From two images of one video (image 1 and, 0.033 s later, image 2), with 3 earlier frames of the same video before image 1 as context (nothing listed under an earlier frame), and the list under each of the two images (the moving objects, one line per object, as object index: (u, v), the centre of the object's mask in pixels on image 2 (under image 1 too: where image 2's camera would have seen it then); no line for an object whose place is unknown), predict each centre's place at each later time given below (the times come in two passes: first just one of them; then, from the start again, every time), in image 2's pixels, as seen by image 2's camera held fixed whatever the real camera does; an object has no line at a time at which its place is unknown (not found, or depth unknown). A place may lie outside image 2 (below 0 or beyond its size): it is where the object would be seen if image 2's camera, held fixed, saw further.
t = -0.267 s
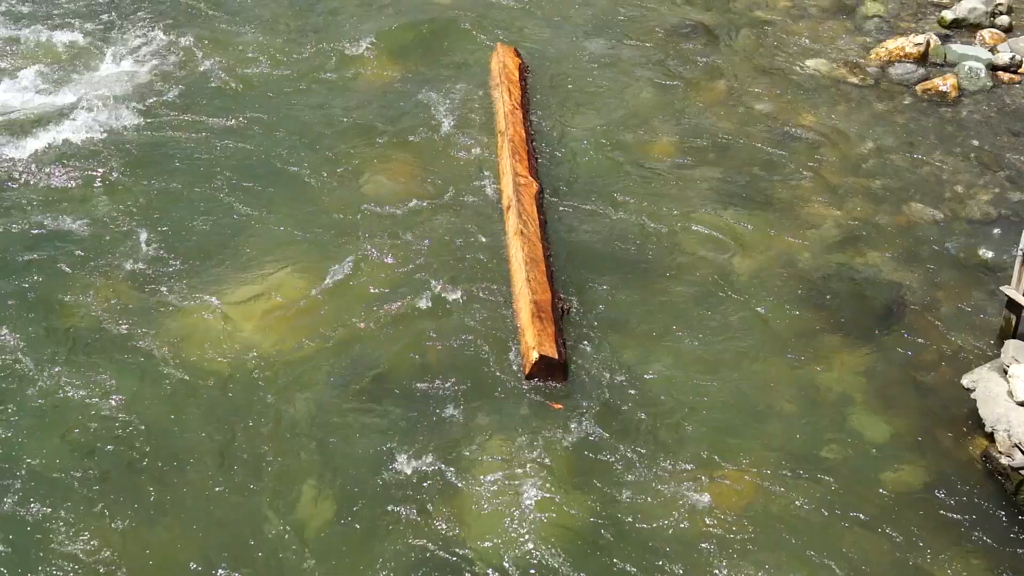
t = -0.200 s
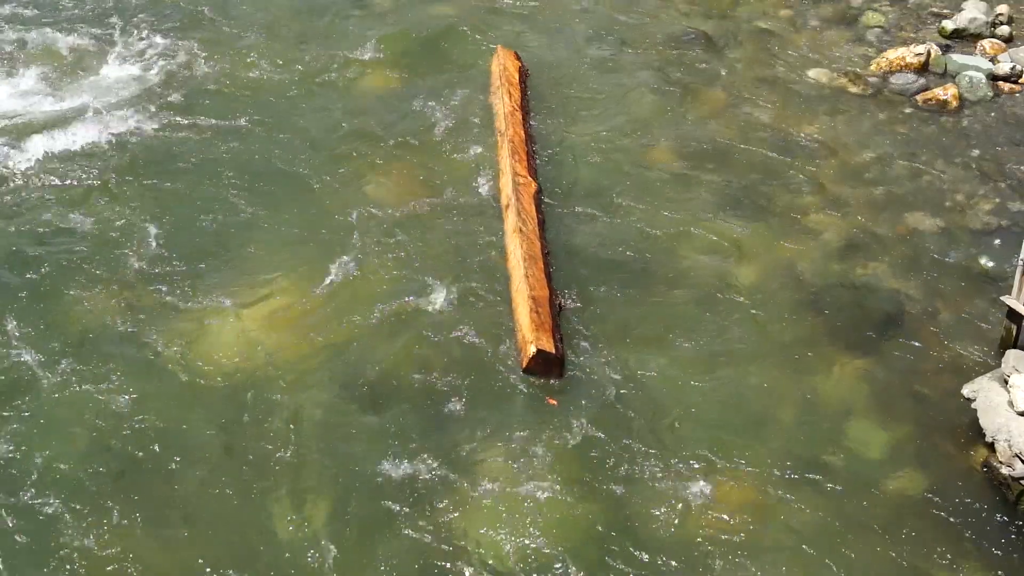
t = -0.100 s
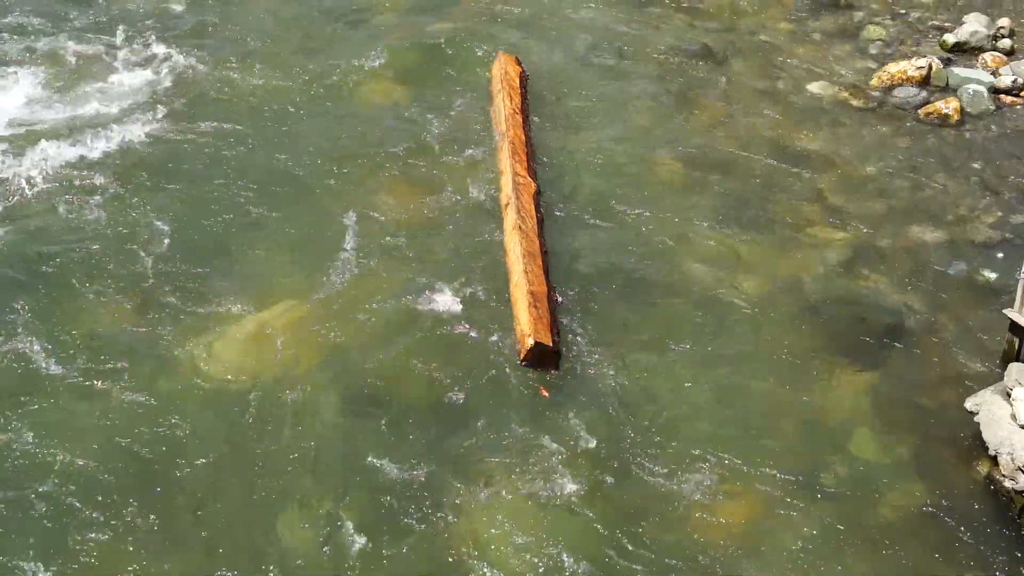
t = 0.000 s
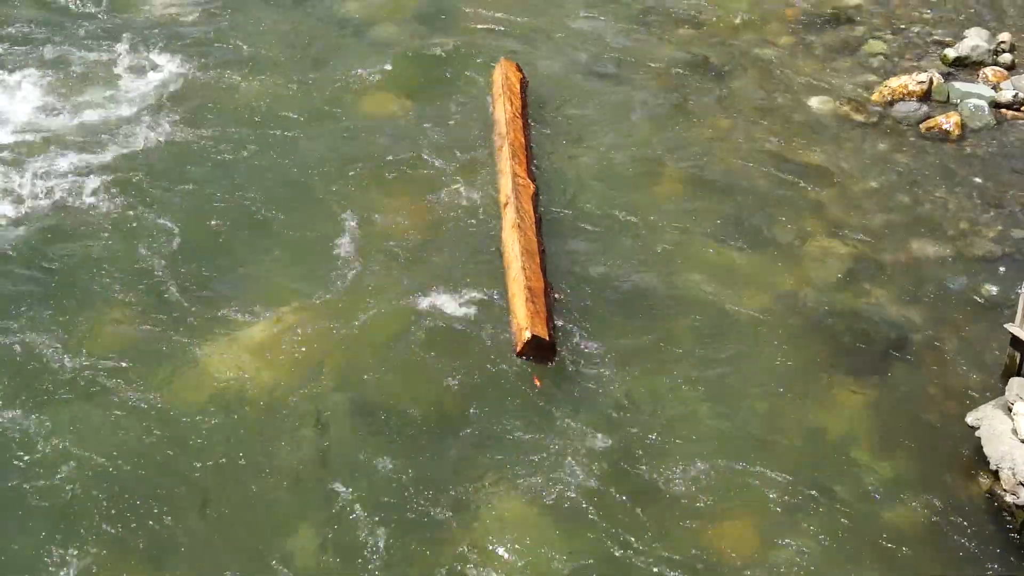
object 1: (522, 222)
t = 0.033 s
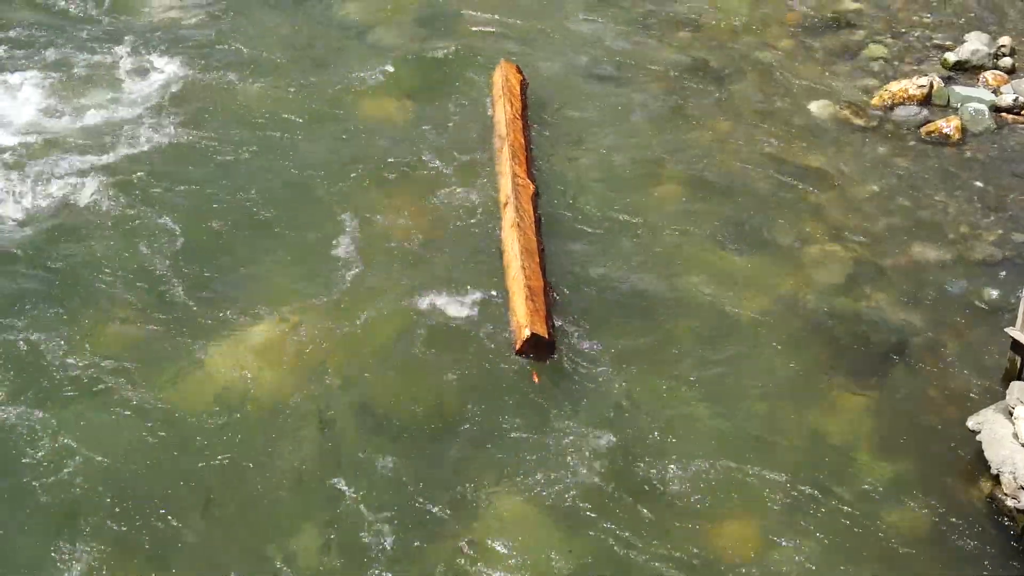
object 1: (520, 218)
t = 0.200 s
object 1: (514, 197)
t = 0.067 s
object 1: (519, 212)
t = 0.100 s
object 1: (518, 208)
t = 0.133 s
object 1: (517, 205)
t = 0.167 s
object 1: (515, 200)
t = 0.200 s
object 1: (514, 197)
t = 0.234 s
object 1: (513, 193)
